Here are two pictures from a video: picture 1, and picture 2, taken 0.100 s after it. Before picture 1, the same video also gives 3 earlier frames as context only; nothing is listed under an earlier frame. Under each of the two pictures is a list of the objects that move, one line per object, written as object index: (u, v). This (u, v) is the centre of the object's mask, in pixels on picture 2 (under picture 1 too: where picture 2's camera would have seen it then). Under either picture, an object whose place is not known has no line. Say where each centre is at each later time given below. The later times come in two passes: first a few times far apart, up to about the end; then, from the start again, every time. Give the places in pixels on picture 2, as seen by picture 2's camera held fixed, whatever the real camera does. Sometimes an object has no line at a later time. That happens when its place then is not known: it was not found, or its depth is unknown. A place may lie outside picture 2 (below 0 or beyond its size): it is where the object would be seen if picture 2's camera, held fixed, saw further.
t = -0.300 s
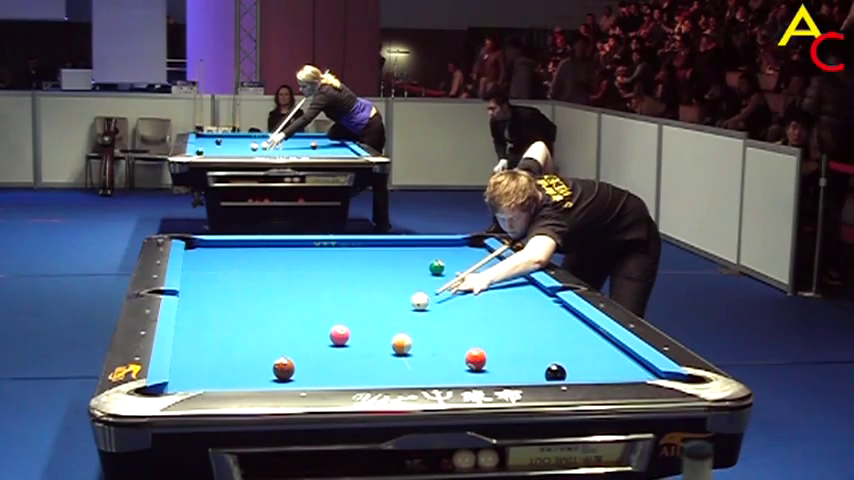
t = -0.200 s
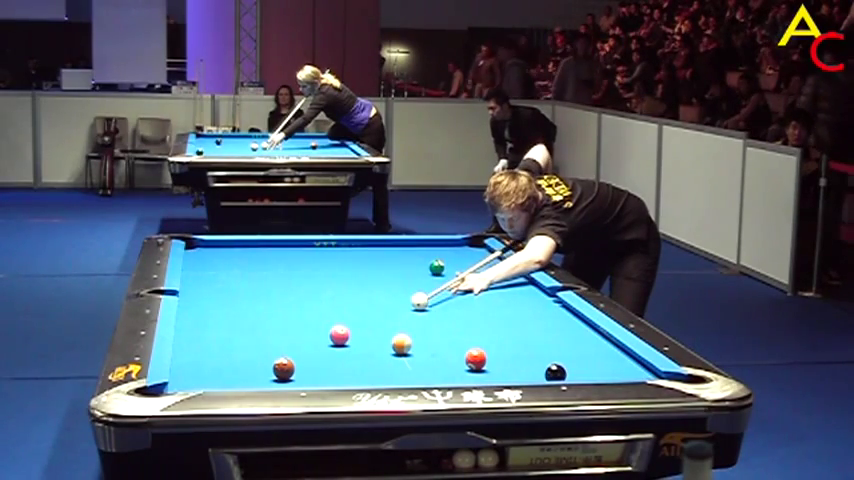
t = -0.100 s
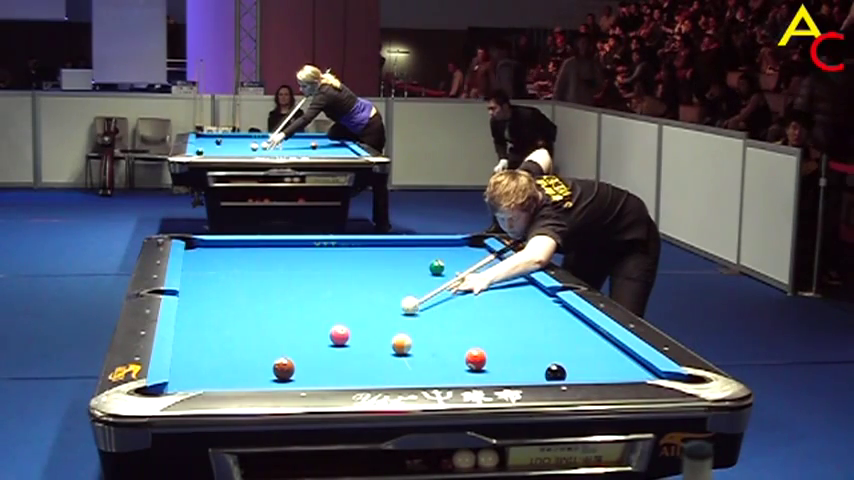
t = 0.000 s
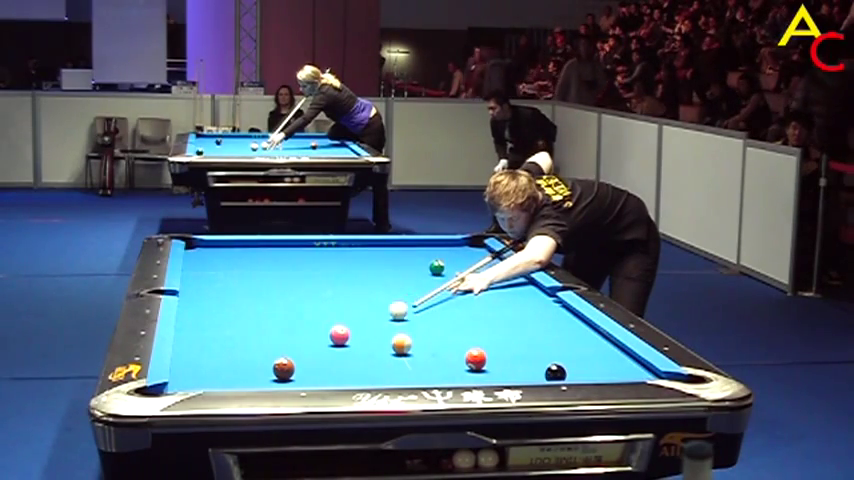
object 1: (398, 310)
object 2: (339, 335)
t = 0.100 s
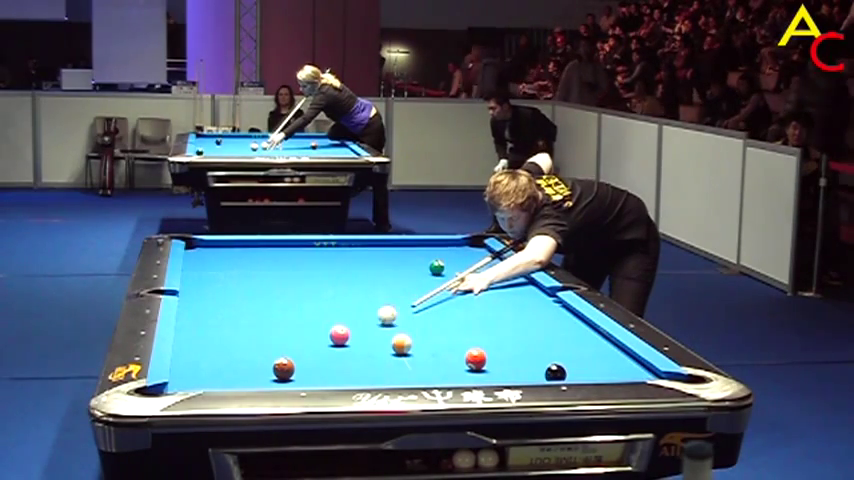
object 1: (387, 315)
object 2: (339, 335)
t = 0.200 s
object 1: (375, 320)
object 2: (339, 335)
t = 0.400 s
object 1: (353, 329)
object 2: (340, 335)
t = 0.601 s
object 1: (347, 334)
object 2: (317, 342)
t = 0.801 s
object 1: (345, 336)
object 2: (297, 349)
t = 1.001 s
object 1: (342, 339)
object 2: (275, 354)
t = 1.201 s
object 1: (340, 341)
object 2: (255, 364)
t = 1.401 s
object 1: (337, 343)
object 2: (233, 372)
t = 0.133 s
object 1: (383, 316)
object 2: (339, 334)
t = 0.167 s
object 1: (379, 318)
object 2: (339, 335)
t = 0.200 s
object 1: (375, 320)
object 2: (339, 335)
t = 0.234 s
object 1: (371, 322)
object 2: (339, 335)
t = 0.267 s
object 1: (367, 324)
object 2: (339, 335)
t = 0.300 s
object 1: (363, 325)
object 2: (339, 335)
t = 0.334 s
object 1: (359, 327)
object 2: (339, 335)
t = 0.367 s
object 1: (356, 328)
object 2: (340, 335)
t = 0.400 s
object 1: (353, 329)
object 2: (340, 335)
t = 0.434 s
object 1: (350, 331)
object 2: (337, 335)
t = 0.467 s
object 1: (349, 332)
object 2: (331, 337)
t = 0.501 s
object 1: (349, 332)
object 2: (328, 339)
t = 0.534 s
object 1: (348, 333)
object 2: (324, 340)
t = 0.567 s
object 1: (348, 333)
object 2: (321, 341)
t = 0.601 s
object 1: (347, 334)
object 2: (317, 342)
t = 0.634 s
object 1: (347, 334)
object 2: (314, 343)
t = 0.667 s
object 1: (347, 334)
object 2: (311, 344)
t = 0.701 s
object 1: (346, 335)
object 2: (307, 346)
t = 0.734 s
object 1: (346, 335)
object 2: (304, 347)
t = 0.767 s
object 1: (345, 336)
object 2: (300, 348)
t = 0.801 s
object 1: (345, 336)
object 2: (297, 349)
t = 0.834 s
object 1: (344, 337)
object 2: (294, 350)
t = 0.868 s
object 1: (344, 337)
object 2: (290, 351)
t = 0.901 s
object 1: (344, 338)
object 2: (287, 351)
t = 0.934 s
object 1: (343, 338)
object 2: (283, 352)
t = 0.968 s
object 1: (343, 338)
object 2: (279, 353)
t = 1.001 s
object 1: (342, 339)
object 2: (275, 354)
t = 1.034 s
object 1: (342, 339)
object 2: (271, 356)
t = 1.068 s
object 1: (341, 339)
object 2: (268, 358)
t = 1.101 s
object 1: (341, 340)
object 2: (265, 360)
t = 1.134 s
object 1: (340, 341)
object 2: (261, 362)
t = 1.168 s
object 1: (340, 341)
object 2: (258, 363)
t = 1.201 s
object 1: (340, 341)
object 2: (255, 364)
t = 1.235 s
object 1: (339, 342)
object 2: (251, 365)
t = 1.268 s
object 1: (339, 342)
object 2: (247, 366)
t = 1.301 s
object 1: (338, 342)
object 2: (244, 368)
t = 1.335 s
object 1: (338, 342)
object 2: (240, 369)
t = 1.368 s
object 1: (338, 343)
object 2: (237, 370)
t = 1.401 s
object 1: (337, 343)
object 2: (233, 372)
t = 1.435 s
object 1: (337, 343)
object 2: (229, 373)
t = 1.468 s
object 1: (337, 344)
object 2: (225, 373)
